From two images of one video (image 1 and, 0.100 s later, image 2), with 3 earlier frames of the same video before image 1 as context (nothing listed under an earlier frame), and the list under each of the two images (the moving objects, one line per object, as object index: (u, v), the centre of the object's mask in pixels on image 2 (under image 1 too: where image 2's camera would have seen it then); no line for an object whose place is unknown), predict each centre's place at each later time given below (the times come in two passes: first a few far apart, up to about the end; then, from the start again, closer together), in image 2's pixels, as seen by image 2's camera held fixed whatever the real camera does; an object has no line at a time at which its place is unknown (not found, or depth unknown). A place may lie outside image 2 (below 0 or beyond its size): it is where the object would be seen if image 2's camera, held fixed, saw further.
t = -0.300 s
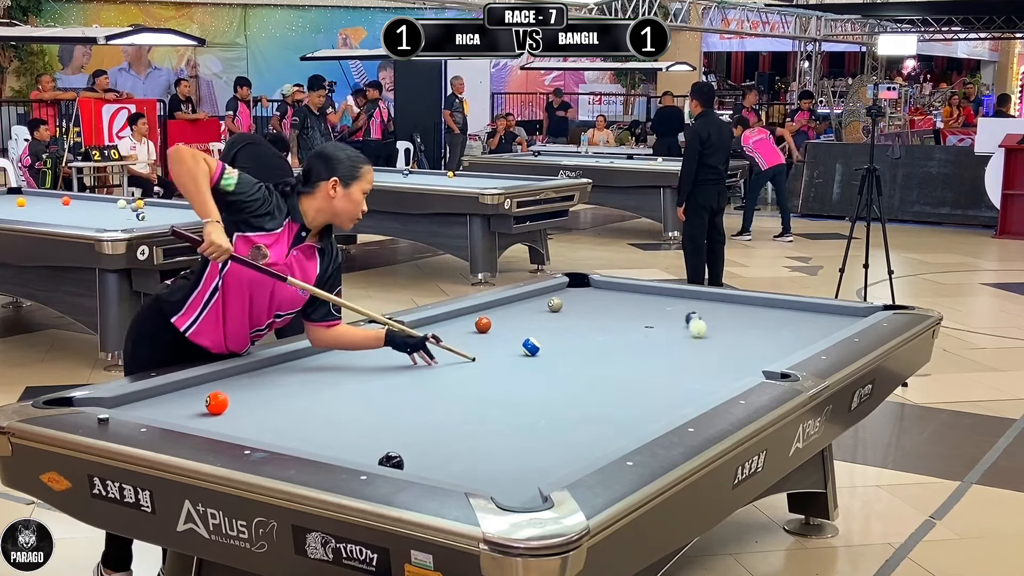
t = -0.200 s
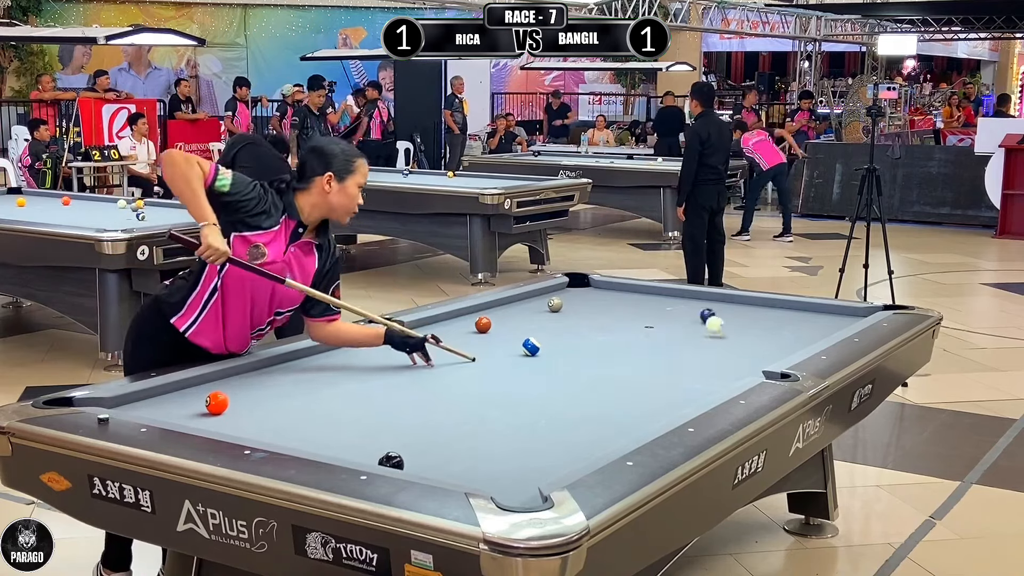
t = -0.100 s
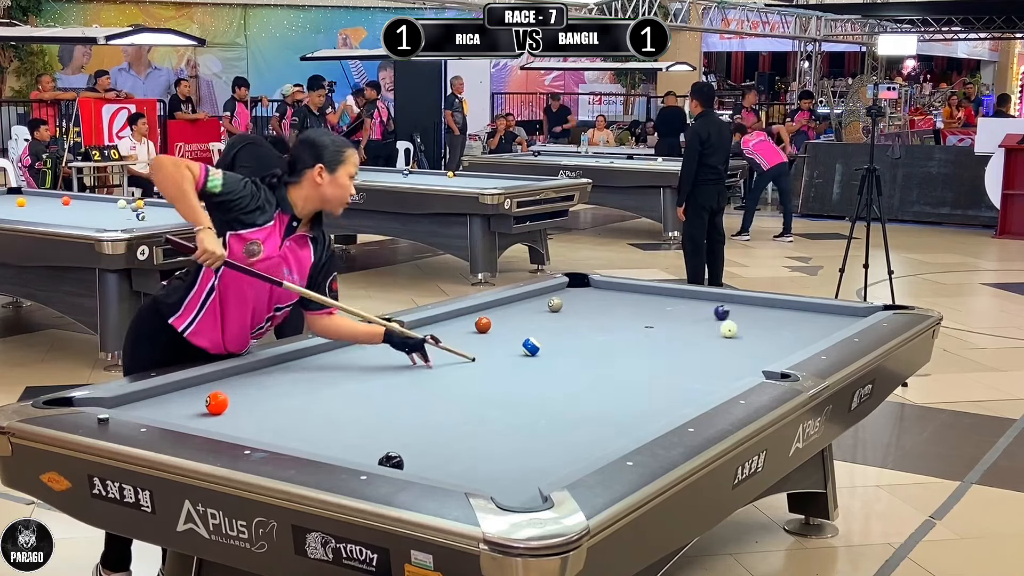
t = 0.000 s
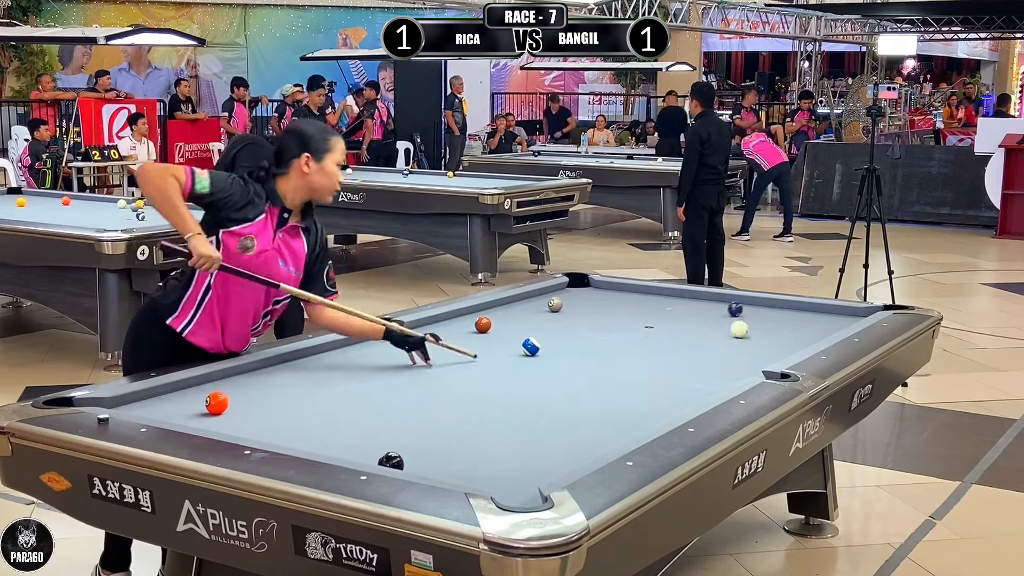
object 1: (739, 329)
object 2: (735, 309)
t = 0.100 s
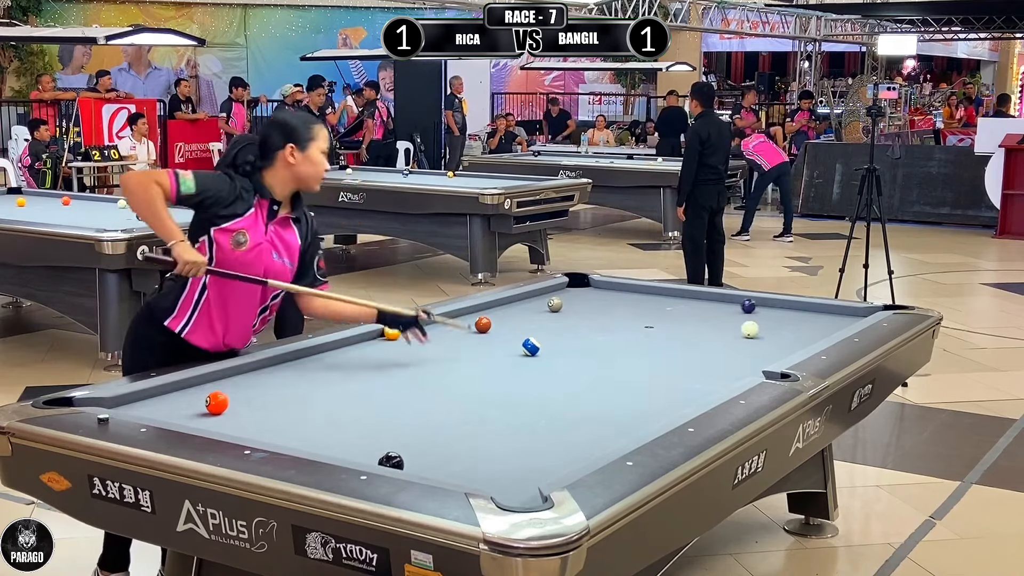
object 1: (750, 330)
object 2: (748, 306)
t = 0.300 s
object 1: (770, 330)
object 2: (763, 303)
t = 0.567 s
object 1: (795, 330)
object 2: (755, 308)
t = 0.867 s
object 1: (821, 330)
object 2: (746, 315)
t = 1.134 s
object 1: (836, 328)
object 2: (738, 320)
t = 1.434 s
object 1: (829, 328)
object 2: (729, 326)
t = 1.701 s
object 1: (824, 327)
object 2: (721, 332)
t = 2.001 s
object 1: (820, 326)
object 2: (712, 338)
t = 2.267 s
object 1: (816, 325)
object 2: (705, 343)
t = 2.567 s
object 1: (814, 325)
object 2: (697, 349)
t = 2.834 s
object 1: (814, 325)
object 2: (689, 354)
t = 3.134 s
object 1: (814, 325)
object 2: (682, 359)
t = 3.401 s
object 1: (814, 325)
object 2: (676, 363)
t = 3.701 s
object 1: (814, 325)
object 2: (669, 368)
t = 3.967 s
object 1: (814, 325)
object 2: (664, 372)
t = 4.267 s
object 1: (814, 324)
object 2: (659, 376)
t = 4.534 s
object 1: (814, 325)
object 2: (655, 379)
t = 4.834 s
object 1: (814, 325)
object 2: (651, 382)
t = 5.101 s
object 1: (814, 325)
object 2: (648, 385)
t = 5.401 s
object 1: (814, 325)
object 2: (646, 387)
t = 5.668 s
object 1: (814, 324)
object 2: (644, 389)
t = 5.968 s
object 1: (814, 324)
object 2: (643, 390)
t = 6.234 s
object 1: (814, 324)
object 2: (641, 391)
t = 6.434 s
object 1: (814, 324)
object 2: (640, 391)
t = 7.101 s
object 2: (639, 392)
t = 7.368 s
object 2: (639, 392)
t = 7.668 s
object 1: (810, 323)
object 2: (639, 392)
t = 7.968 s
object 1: (814, 325)
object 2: (639, 392)
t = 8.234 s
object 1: (814, 325)
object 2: (639, 392)
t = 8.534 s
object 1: (814, 325)
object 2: (639, 392)
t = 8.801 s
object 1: (814, 325)
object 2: (639, 392)
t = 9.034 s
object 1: (814, 325)
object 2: (639, 392)
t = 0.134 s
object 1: (753, 330)
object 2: (752, 305)
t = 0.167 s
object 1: (756, 330)
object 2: (756, 304)
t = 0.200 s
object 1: (760, 330)
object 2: (760, 303)
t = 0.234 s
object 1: (763, 330)
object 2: (765, 302)
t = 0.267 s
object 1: (766, 330)
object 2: (765, 302)
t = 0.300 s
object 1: (770, 330)
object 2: (763, 303)
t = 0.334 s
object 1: (773, 330)
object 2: (762, 304)
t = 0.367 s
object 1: (776, 330)
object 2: (761, 304)
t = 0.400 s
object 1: (780, 330)
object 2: (760, 305)
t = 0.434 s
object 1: (783, 330)
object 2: (759, 306)
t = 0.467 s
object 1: (786, 330)
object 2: (758, 306)
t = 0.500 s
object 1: (789, 330)
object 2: (757, 307)
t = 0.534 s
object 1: (792, 330)
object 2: (756, 308)
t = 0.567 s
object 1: (795, 330)
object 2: (755, 308)
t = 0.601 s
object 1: (798, 330)
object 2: (754, 309)
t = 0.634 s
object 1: (801, 330)
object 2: (753, 310)
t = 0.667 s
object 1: (804, 331)
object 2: (752, 310)
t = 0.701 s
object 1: (807, 330)
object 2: (751, 311)
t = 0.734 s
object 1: (810, 331)
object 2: (750, 312)
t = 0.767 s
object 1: (812, 330)
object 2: (749, 313)
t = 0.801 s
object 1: (816, 331)
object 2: (748, 313)
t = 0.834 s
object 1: (818, 331)
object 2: (747, 314)
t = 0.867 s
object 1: (821, 330)
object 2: (746, 315)
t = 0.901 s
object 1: (824, 330)
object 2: (745, 315)
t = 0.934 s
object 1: (826, 330)
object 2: (744, 316)
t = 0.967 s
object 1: (829, 330)
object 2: (743, 317)
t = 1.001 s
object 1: (831, 329)
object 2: (742, 318)
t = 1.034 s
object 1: (834, 329)
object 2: (741, 318)
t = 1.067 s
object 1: (836, 329)
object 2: (740, 319)
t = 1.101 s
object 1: (837, 328)
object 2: (739, 320)
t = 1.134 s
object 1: (836, 328)
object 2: (738, 320)
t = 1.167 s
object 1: (835, 328)
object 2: (737, 321)
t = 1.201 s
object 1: (835, 328)
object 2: (736, 322)
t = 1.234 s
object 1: (834, 328)
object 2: (735, 322)
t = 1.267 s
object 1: (833, 328)
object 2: (734, 323)
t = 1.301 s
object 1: (832, 328)
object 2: (732, 324)
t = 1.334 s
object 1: (831, 328)
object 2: (732, 324)
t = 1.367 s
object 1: (830, 328)
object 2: (731, 325)
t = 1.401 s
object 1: (830, 328)
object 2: (730, 326)
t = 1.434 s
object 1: (829, 328)
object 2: (729, 326)
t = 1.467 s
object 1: (829, 328)
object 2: (728, 327)
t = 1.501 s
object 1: (828, 328)
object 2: (727, 328)
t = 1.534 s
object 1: (827, 328)
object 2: (726, 329)
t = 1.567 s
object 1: (827, 328)
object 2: (725, 329)
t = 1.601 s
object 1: (826, 328)
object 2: (724, 330)
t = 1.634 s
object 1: (825, 327)
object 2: (723, 331)
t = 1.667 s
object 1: (825, 327)
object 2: (722, 331)
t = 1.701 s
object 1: (824, 327)
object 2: (721, 332)
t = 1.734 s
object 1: (824, 327)
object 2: (720, 332)
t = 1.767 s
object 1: (823, 327)
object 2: (719, 333)
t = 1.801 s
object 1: (823, 327)
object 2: (718, 334)
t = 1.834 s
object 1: (822, 326)
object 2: (717, 334)
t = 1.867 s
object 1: (822, 326)
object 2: (716, 335)
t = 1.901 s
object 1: (821, 326)
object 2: (715, 336)
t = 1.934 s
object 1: (821, 326)
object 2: (714, 336)
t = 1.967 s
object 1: (820, 326)
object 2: (713, 337)
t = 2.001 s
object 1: (820, 326)
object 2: (712, 338)
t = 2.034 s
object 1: (819, 326)
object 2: (712, 339)
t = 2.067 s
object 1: (819, 326)
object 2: (711, 339)
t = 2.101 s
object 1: (818, 325)
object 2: (710, 340)
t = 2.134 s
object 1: (818, 325)
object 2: (709, 340)
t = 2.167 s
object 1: (817, 325)
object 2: (708, 341)
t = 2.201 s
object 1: (817, 325)
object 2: (707, 342)
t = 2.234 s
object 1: (817, 325)
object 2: (706, 342)
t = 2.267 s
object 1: (816, 325)
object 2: (705, 343)
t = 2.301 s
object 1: (816, 325)
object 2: (704, 344)
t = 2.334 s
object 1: (816, 325)
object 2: (703, 344)
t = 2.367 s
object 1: (815, 325)
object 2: (702, 345)
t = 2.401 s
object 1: (815, 325)
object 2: (701, 345)
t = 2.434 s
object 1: (815, 325)
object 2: (700, 346)
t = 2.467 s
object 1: (815, 325)
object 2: (699, 346)
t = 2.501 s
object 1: (814, 325)
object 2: (698, 347)
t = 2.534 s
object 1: (814, 325)
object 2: (697, 348)
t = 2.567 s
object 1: (814, 325)
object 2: (697, 349)
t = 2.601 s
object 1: (814, 325)
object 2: (696, 349)
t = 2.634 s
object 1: (814, 325)
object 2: (695, 350)
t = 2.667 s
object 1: (814, 325)
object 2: (694, 350)
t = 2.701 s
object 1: (814, 325)
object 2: (693, 351)
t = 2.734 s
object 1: (814, 325)
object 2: (692, 352)
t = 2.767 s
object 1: (814, 325)
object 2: (691, 352)
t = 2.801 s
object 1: (814, 325)
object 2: (690, 353)
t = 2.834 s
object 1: (814, 325)
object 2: (689, 354)
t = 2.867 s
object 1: (814, 325)
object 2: (688, 354)
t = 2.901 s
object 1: (814, 325)
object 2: (688, 355)
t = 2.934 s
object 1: (814, 325)
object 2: (687, 355)
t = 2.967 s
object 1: (814, 325)
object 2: (686, 356)
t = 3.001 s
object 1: (814, 325)
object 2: (685, 356)
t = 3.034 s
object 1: (814, 325)
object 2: (684, 357)
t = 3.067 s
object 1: (814, 325)
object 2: (683, 358)
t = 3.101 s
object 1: (814, 325)
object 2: (683, 358)
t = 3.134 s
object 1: (814, 325)
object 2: (682, 359)
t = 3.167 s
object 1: (814, 325)
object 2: (681, 359)
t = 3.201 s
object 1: (814, 325)
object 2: (680, 360)
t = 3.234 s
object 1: (814, 325)
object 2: (679, 360)
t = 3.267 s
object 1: (814, 325)
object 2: (679, 361)
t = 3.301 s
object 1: (814, 325)
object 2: (678, 362)
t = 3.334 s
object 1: (814, 325)
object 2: (677, 362)
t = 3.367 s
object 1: (814, 325)
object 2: (676, 363)
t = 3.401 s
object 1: (814, 325)
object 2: (676, 363)
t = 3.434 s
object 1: (814, 325)
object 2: (675, 364)
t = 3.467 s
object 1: (814, 325)
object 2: (674, 364)
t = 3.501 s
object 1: (814, 325)
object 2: (673, 365)
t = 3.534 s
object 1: (814, 325)
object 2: (672, 365)
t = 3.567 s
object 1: (814, 325)
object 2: (672, 366)
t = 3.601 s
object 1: (814, 325)
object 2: (671, 366)
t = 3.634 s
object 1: (814, 325)
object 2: (670, 367)
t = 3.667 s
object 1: (814, 325)
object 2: (670, 367)
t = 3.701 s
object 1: (814, 325)
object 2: (669, 368)
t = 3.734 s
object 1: (814, 325)
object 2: (668, 369)
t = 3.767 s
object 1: (814, 325)
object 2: (668, 369)
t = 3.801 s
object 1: (814, 324)
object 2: (667, 369)
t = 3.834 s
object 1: (814, 325)
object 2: (666, 370)
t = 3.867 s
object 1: (814, 325)
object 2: (666, 370)
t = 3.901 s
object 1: (814, 324)
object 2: (665, 371)
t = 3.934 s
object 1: (814, 324)
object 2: (665, 371)
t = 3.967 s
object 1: (814, 325)
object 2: (664, 372)
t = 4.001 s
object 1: (814, 324)
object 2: (663, 372)
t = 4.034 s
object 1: (814, 325)
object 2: (663, 373)
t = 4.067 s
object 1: (814, 325)
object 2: (662, 373)
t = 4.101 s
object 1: (814, 325)
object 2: (662, 374)
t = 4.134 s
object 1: (814, 325)
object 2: (661, 374)
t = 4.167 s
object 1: (814, 324)
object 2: (660, 375)
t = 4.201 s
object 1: (814, 325)
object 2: (660, 375)
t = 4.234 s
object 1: (814, 325)
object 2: (659, 375)
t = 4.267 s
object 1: (814, 324)
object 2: (659, 376)
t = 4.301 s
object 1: (814, 325)
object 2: (658, 376)
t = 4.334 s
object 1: (814, 324)
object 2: (658, 377)
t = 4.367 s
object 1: (814, 325)
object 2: (657, 377)
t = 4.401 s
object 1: (814, 325)
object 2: (657, 377)
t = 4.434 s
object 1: (814, 325)
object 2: (656, 378)
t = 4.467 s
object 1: (814, 325)
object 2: (656, 378)
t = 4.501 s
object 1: (814, 325)
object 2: (655, 379)
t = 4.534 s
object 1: (814, 325)
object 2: (655, 379)
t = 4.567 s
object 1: (814, 324)
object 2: (654, 379)
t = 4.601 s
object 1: (814, 325)
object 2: (654, 380)
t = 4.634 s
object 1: (814, 325)
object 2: (653, 380)
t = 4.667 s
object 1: (814, 324)
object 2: (653, 380)
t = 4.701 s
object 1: (814, 324)
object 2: (653, 381)
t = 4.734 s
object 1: (814, 324)
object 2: (652, 381)
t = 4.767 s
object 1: (814, 325)
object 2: (652, 382)
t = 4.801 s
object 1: (814, 325)
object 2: (651, 382)
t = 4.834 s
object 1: (814, 325)
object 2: (651, 382)
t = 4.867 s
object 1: (814, 324)
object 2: (651, 383)
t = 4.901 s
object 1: (814, 324)
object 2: (650, 383)
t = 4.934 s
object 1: (814, 325)
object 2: (650, 383)
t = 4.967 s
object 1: (814, 325)
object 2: (649, 383)
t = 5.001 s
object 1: (814, 325)
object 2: (649, 384)
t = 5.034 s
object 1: (814, 324)
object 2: (649, 384)
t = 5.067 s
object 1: (814, 325)
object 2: (648, 384)
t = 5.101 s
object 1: (814, 325)
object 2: (648, 385)
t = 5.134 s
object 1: (814, 325)
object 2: (648, 385)
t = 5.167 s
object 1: (814, 324)
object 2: (647, 385)
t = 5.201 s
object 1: (814, 325)
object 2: (647, 386)
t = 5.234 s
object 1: (814, 325)
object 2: (647, 386)
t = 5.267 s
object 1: (814, 325)
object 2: (647, 386)
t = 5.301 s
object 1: (814, 325)
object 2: (646, 386)
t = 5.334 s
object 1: (814, 325)
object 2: (646, 387)
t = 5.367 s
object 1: (814, 325)
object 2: (646, 387)
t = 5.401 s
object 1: (814, 325)
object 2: (646, 387)
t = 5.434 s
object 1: (814, 325)
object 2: (645, 387)
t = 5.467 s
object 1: (814, 325)
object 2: (645, 388)
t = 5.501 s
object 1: (814, 325)
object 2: (645, 388)
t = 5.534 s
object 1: (814, 325)
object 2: (645, 388)
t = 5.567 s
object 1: (814, 325)
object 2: (645, 388)
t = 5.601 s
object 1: (814, 324)
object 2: (645, 389)
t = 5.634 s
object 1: (814, 324)
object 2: (644, 389)
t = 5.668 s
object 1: (814, 324)
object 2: (644, 389)
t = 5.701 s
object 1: (814, 324)
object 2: (644, 389)
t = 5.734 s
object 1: (814, 324)
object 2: (644, 389)
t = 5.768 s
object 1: (814, 324)
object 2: (644, 389)
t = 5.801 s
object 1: (814, 324)
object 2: (644, 390)
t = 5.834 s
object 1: (814, 324)
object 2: (643, 390)
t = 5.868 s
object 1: (814, 324)
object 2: (643, 390)
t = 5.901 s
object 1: (814, 324)
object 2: (643, 390)
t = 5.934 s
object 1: (814, 324)
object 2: (643, 390)
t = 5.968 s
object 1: (814, 324)
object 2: (643, 390)
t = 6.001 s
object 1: (814, 324)
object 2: (642, 391)
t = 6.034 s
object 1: (814, 324)
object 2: (642, 391)
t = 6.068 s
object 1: (814, 324)
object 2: (642, 391)
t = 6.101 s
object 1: (814, 324)
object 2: (642, 391)
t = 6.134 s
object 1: (814, 324)
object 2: (642, 391)
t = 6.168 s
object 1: (814, 324)
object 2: (641, 391)
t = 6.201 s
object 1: (814, 324)
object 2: (641, 391)
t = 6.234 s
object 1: (814, 324)
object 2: (641, 391)
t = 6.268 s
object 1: (814, 324)
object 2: (641, 391)
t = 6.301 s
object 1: (814, 324)
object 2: (640, 391)
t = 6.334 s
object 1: (814, 324)
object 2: (640, 391)
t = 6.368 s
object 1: (814, 324)
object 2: (640, 391)
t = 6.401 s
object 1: (814, 324)
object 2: (640, 391)
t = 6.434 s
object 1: (814, 324)
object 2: (640, 391)
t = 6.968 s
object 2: (639, 392)
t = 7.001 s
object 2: (639, 392)
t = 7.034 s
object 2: (639, 392)
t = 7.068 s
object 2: (639, 392)
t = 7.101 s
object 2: (639, 392)
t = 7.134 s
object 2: (639, 392)
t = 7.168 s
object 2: (639, 391)
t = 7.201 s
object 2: (639, 392)
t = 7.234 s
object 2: (639, 392)
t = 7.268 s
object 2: (639, 392)
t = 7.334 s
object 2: (639, 392)
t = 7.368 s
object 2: (639, 392)
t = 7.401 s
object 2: (639, 392)
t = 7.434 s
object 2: (639, 392)
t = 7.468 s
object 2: (639, 392)
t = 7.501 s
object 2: (639, 392)
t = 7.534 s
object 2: (639, 392)
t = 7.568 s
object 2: (639, 392)
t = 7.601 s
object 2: (639, 392)
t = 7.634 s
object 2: (639, 392)
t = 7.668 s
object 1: (810, 323)
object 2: (639, 392)
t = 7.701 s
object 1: (813, 324)
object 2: (639, 392)
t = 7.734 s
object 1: (814, 325)
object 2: (639, 392)
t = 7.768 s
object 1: (814, 325)
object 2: (639, 392)
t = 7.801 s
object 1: (814, 325)
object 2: (639, 392)
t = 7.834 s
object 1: (814, 325)
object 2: (639, 392)
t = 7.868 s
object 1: (814, 325)
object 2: (639, 392)
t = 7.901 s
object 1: (814, 325)
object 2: (639, 392)
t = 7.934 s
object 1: (814, 325)
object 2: (639, 392)
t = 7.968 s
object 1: (814, 325)
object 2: (639, 392)
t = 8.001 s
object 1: (814, 325)
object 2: (639, 392)
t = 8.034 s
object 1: (814, 325)
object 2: (639, 392)
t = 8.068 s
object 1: (814, 325)
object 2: (639, 392)
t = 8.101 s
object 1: (814, 325)
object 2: (639, 392)
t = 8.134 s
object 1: (814, 325)
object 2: (639, 392)
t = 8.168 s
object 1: (814, 325)
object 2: (639, 392)
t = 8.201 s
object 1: (814, 325)
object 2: (639, 392)
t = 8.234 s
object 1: (814, 325)
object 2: (639, 392)
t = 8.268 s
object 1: (814, 325)
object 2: (639, 392)
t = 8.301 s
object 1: (814, 325)
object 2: (639, 392)
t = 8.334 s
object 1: (814, 325)
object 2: (639, 392)
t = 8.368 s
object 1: (814, 325)
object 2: (639, 392)
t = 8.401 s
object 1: (814, 325)
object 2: (639, 392)
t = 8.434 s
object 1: (814, 325)
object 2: (639, 392)
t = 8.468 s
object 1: (814, 325)
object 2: (639, 392)
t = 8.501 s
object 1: (814, 325)
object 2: (639, 392)
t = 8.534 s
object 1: (814, 325)
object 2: (639, 392)
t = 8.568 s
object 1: (814, 325)
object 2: (639, 392)
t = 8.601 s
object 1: (814, 325)
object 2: (639, 392)
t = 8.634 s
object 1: (814, 325)
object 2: (639, 392)
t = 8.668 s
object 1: (814, 325)
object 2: (639, 392)
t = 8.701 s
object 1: (814, 325)
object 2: (639, 392)
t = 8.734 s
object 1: (814, 325)
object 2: (639, 392)
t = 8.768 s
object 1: (814, 325)
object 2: (639, 392)
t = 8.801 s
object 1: (814, 325)
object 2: (639, 392)
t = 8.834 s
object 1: (814, 325)
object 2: (639, 392)
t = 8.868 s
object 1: (814, 325)
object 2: (639, 392)
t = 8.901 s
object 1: (814, 325)
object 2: (639, 392)
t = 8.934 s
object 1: (814, 325)
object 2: (639, 392)
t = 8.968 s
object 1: (814, 325)
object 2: (639, 392)
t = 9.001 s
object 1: (814, 325)
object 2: (639, 392)
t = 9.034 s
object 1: (814, 325)
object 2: (639, 392)
